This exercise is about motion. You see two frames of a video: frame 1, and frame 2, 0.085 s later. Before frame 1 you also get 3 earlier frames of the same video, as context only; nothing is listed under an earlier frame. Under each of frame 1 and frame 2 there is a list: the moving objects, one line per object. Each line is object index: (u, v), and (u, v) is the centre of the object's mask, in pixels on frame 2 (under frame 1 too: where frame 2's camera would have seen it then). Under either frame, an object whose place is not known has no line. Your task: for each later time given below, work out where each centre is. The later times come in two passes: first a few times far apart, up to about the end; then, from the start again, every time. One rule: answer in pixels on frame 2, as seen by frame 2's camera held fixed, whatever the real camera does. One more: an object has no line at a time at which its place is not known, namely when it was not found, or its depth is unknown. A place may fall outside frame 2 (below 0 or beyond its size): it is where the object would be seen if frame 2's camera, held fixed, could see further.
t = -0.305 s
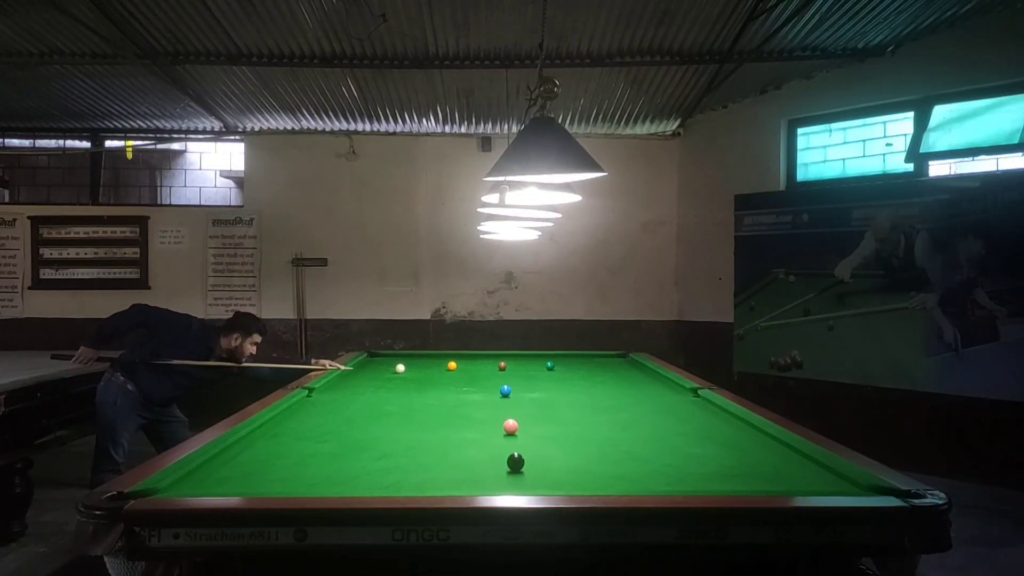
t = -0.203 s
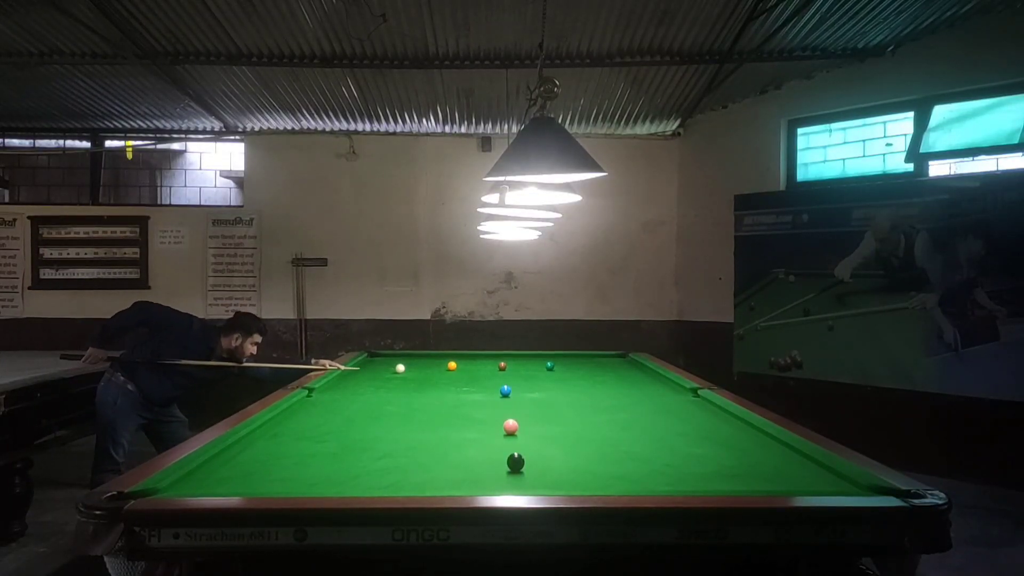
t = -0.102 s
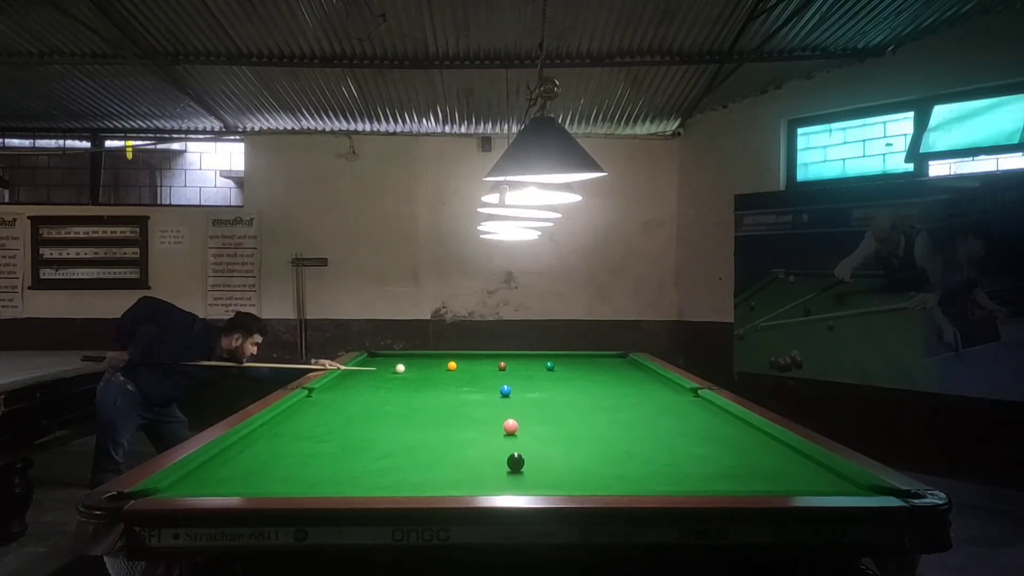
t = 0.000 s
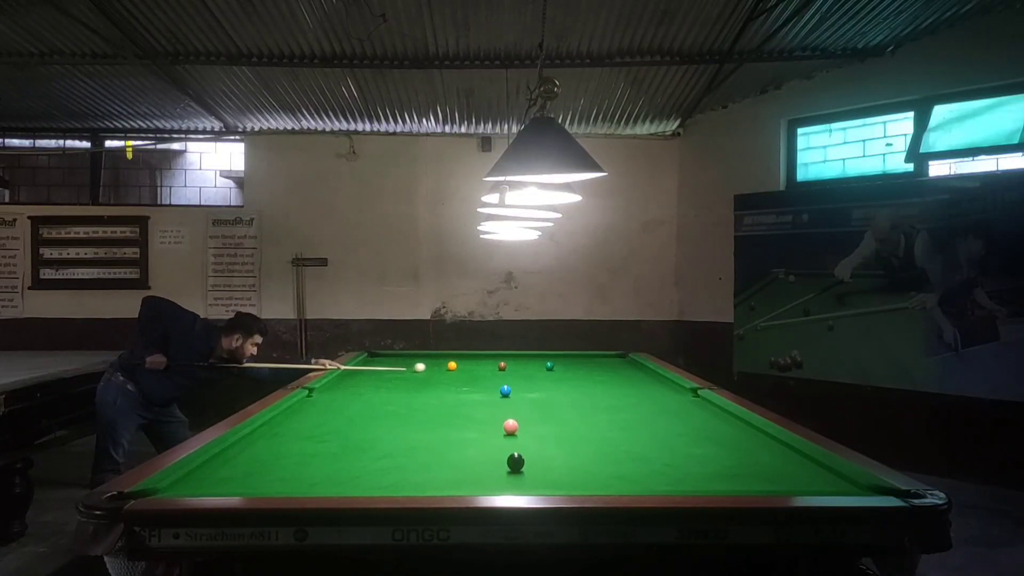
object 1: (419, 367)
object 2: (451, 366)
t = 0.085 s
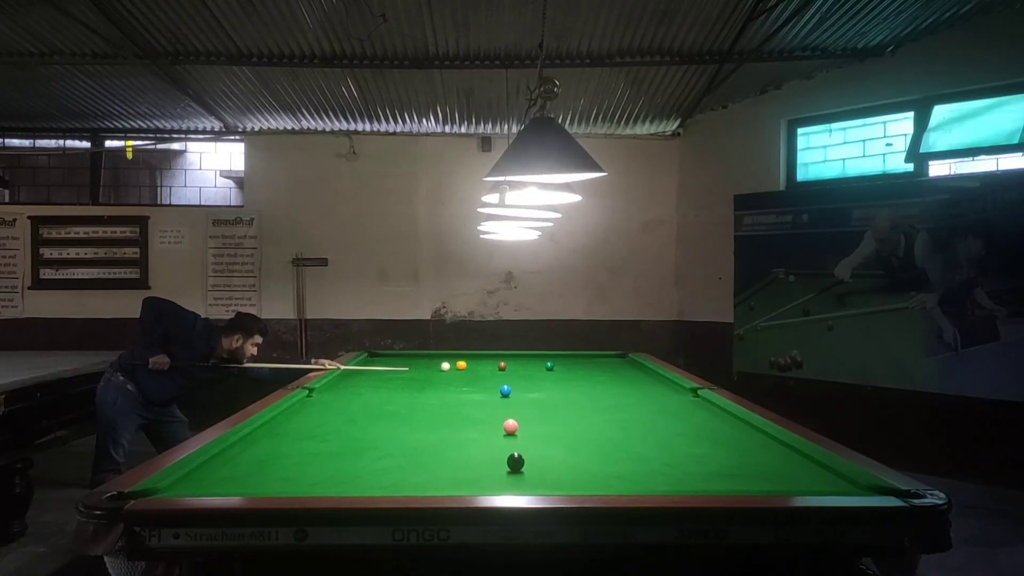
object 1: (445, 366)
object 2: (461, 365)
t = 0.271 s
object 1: (451, 367)
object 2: (516, 361)
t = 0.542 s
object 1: (459, 368)
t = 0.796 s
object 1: (467, 369)
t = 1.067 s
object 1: (474, 370)
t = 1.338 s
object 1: (479, 371)
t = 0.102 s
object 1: (446, 366)
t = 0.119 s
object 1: (446, 366)
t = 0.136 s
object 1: (447, 367)
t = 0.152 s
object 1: (447, 367)
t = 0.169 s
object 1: (448, 367)
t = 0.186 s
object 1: (448, 367)
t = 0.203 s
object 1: (449, 367)
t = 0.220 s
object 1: (449, 367)
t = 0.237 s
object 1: (450, 367)
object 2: (507, 362)
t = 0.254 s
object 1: (451, 367)
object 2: (511, 362)
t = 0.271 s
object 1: (451, 367)
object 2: (516, 361)
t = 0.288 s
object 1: (452, 367)
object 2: (520, 361)
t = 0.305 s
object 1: (452, 367)
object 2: (524, 361)
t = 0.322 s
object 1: (453, 367)
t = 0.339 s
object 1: (453, 367)
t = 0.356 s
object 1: (454, 367)
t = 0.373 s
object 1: (454, 368)
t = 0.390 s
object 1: (455, 367)
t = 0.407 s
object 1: (455, 368)
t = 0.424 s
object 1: (456, 368)
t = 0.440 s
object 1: (457, 368)
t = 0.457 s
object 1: (457, 368)
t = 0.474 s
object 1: (458, 368)
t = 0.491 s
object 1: (458, 368)
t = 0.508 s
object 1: (459, 368)
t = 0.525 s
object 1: (459, 368)
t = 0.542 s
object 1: (459, 368)
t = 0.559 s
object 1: (460, 368)
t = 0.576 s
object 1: (461, 368)
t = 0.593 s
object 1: (461, 368)
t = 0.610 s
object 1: (462, 368)
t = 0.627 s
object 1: (462, 368)
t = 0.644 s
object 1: (463, 369)
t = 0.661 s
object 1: (463, 369)
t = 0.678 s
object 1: (463, 369)
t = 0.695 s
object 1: (464, 369)
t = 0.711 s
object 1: (464, 369)
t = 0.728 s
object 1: (465, 369)
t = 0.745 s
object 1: (465, 369)
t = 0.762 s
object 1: (466, 369)
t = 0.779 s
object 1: (466, 369)
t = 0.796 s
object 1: (467, 369)
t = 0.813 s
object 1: (467, 369)
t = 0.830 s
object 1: (468, 369)
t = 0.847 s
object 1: (468, 369)
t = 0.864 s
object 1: (469, 369)
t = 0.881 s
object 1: (469, 369)
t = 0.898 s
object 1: (470, 370)
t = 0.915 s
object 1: (470, 370)
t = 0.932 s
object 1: (471, 370)
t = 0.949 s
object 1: (471, 370)
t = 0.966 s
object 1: (471, 370)
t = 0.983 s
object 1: (472, 370)
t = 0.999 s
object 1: (472, 370)
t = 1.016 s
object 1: (473, 370)
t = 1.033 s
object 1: (473, 370)
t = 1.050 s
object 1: (473, 370)
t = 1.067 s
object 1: (474, 370)
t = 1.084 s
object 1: (474, 370)
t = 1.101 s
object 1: (474, 370)
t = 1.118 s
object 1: (475, 370)
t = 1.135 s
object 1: (475, 370)
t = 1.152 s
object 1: (475, 370)
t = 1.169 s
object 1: (476, 370)
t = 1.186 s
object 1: (476, 370)
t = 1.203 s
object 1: (477, 370)
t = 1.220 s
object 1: (477, 371)
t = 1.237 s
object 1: (477, 371)
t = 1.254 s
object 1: (478, 371)
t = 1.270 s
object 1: (478, 371)
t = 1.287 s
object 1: (478, 371)
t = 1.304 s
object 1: (479, 371)
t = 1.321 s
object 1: (479, 371)
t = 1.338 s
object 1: (479, 371)
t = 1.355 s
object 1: (480, 371)
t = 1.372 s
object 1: (480, 371)
